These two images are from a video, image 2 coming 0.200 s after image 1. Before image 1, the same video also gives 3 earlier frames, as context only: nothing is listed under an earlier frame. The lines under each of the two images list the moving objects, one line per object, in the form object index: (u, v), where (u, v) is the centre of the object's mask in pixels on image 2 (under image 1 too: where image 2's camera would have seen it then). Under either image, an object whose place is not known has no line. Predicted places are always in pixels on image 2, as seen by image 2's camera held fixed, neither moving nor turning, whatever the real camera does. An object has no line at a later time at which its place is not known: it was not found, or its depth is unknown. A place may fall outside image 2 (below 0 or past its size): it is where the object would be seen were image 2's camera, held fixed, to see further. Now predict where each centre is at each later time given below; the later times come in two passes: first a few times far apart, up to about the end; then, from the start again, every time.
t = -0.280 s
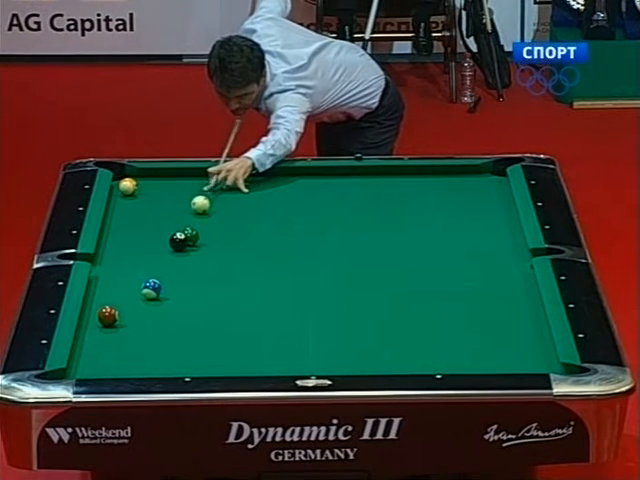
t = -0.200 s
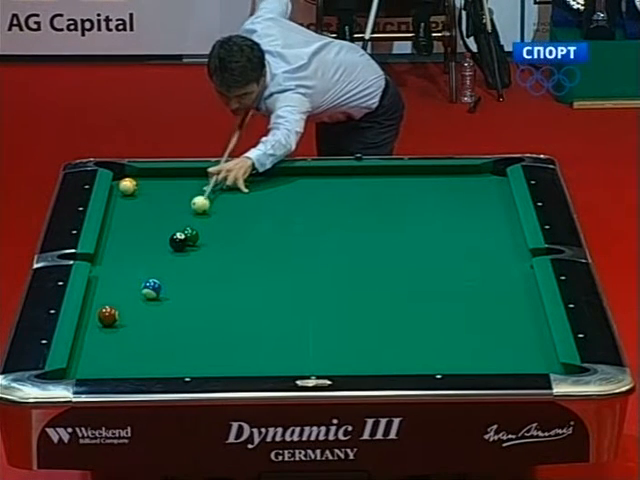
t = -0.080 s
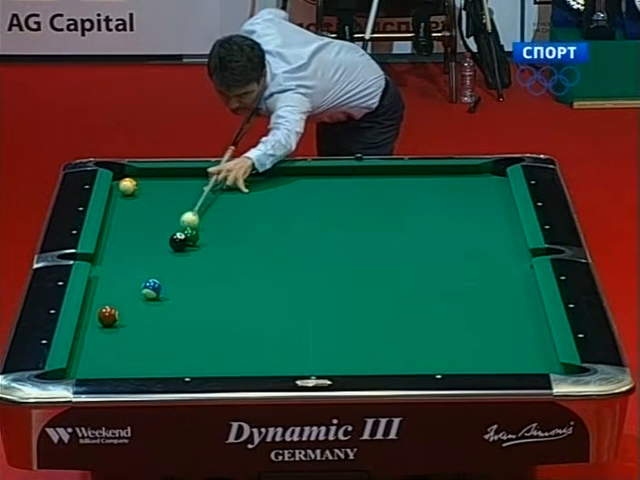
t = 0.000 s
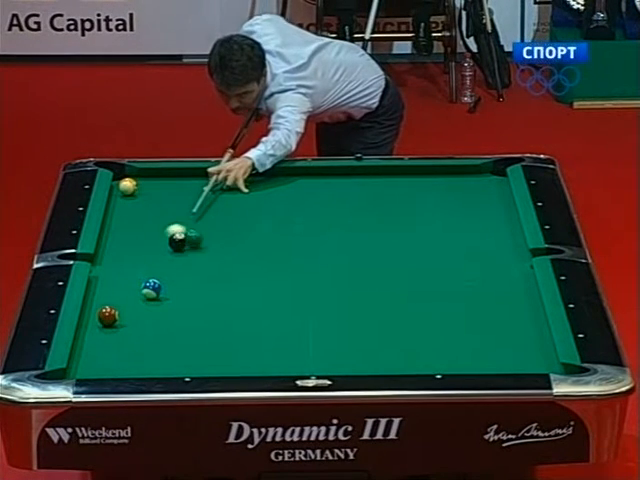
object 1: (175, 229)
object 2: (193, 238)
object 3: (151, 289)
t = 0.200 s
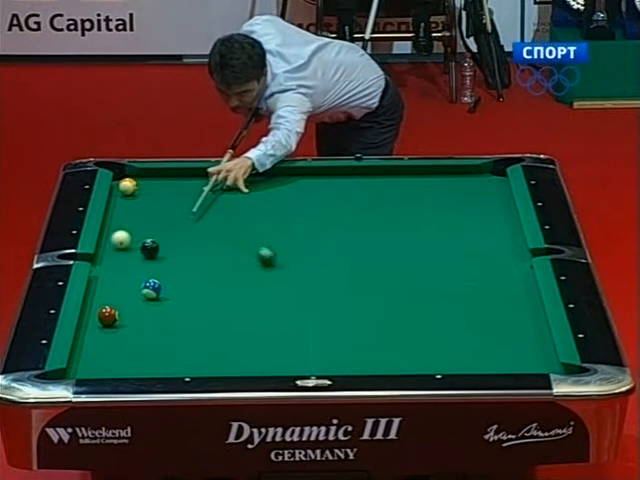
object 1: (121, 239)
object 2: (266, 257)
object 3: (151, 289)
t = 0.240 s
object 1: (111, 240)
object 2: (279, 260)
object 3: (151, 289)
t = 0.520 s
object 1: (139, 242)
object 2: (365, 280)
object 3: (151, 289)
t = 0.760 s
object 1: (164, 243)
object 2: (442, 300)
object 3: (151, 289)
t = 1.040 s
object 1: (191, 245)
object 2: (535, 322)
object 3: (151, 289)
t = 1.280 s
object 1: (213, 246)
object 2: (497, 337)
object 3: (151, 289)
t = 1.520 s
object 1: (233, 247)
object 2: (462, 354)
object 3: (151, 289)
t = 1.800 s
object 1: (255, 248)
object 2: (420, 366)
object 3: (151, 289)
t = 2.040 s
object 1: (272, 248)
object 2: (383, 362)
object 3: (151, 289)
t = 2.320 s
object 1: (291, 250)
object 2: (340, 355)
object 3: (151, 289)
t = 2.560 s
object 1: (305, 250)
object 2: (305, 347)
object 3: (151, 289)
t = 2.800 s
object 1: (318, 251)
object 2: (272, 341)
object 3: (151, 289)
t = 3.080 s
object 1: (332, 251)
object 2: (237, 333)
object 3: (151, 289)
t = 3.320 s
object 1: (342, 252)
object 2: (207, 327)
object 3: (151, 289)
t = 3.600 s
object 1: (352, 253)
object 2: (176, 321)
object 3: (151, 289)
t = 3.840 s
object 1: (359, 253)
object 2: (149, 316)
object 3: (151, 289)
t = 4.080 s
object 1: (365, 253)
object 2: (126, 311)
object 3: (151, 289)
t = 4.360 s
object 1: (370, 253)
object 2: (96, 304)
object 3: (151, 289)
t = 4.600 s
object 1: (373, 253)
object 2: (102, 299)
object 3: (151, 289)
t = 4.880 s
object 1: (375, 253)
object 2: (115, 298)
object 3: (151, 289)
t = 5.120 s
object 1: (374, 253)
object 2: (124, 295)
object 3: (151, 289)
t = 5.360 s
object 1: (374, 253)
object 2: (133, 293)
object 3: (152, 289)
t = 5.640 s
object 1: (374, 253)
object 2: (135, 291)
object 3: (156, 288)
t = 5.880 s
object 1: (374, 253)
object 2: (135, 292)
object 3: (160, 286)
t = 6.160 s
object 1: (374, 253)
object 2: (135, 291)
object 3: (164, 286)
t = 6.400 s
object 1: (374, 253)
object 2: (135, 291)
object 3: (167, 286)
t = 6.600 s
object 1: (374, 253)
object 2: (135, 291)
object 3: (167, 285)
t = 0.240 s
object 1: (111, 240)
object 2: (279, 260)
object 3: (151, 289)
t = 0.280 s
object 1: (108, 241)
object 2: (291, 263)
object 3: (151, 289)
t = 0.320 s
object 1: (116, 241)
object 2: (303, 265)
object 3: (151, 289)
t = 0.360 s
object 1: (120, 240)
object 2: (316, 269)
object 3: (151, 289)
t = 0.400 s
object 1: (126, 239)
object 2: (329, 271)
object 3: (151, 289)
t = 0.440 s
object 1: (130, 241)
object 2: (341, 275)
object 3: (151, 289)
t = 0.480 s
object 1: (135, 242)
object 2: (353, 277)
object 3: (151, 289)
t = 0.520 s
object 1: (139, 242)
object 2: (365, 280)
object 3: (151, 289)
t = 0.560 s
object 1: (143, 242)
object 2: (378, 284)
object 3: (151, 289)
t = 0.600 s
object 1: (147, 243)
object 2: (390, 287)
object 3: (151, 289)
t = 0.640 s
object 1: (152, 243)
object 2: (403, 290)
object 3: (151, 289)
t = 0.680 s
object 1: (156, 243)
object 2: (417, 293)
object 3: (151, 289)
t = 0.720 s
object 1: (159, 243)
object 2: (430, 296)
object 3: (151, 289)
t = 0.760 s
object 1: (164, 243)
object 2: (442, 300)
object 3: (151, 289)
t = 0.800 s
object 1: (167, 243)
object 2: (455, 303)
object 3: (151, 289)
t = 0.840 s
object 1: (172, 244)
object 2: (469, 306)
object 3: (151, 289)
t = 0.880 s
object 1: (176, 244)
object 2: (481, 309)
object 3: (151, 289)
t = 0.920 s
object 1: (179, 244)
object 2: (495, 313)
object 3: (151, 289)
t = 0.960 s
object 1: (184, 244)
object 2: (509, 315)
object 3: (151, 289)
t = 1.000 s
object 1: (187, 245)
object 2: (522, 319)
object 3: (151, 289)
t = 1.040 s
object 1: (191, 245)
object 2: (535, 322)
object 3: (151, 289)
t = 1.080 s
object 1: (195, 245)
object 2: (531, 326)
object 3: (151, 289)
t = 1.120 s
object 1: (198, 245)
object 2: (522, 328)
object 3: (151, 289)
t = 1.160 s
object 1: (202, 245)
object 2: (516, 330)
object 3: (151, 289)
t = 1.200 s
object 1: (205, 246)
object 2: (509, 333)
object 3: (151, 289)
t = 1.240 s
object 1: (209, 245)
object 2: (504, 336)
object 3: (151, 289)
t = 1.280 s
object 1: (213, 246)
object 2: (497, 337)
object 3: (151, 289)
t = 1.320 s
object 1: (216, 246)
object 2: (492, 340)
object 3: (151, 289)
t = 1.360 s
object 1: (219, 246)
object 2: (485, 343)
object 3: (151, 289)
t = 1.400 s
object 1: (223, 246)
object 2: (480, 346)
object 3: (151, 289)
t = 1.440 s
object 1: (226, 246)
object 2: (474, 348)
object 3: (151, 289)
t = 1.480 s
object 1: (229, 246)
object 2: (468, 351)
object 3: (151, 289)
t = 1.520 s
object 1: (233, 247)
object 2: (462, 354)
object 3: (151, 289)
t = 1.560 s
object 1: (236, 247)
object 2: (456, 356)
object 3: (151, 289)
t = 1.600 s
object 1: (239, 247)
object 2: (451, 359)
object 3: (151, 289)
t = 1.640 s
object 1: (242, 247)
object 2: (445, 360)
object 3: (151, 289)
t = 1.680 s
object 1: (246, 247)
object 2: (439, 362)
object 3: (151, 289)
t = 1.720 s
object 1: (249, 247)
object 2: (433, 363)
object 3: (151, 289)
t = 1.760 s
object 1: (252, 247)
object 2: (427, 365)
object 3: (151, 289)
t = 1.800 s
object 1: (255, 248)
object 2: (420, 366)
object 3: (151, 289)
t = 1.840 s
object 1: (258, 248)
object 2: (415, 366)
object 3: (151, 289)
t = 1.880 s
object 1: (261, 248)
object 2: (408, 365)
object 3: (151, 289)
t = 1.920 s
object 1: (264, 248)
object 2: (402, 364)
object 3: (151, 289)
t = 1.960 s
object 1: (266, 248)
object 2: (396, 363)
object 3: (151, 289)
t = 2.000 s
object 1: (269, 248)
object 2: (389, 362)
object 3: (151, 289)
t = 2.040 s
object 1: (272, 248)
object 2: (383, 362)
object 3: (151, 289)
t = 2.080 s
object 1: (275, 249)
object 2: (376, 361)
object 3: (151, 289)
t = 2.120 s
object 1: (278, 249)
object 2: (370, 360)
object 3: (151, 289)
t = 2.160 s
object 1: (280, 249)
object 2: (364, 359)
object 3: (151, 289)
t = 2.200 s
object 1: (283, 249)
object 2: (358, 358)
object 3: (151, 289)
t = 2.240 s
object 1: (286, 249)
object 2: (352, 357)
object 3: (151, 289)
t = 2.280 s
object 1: (288, 249)
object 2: (345, 356)
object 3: (151, 289)
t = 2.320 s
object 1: (291, 250)
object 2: (340, 355)
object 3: (151, 289)
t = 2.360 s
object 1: (293, 250)
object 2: (334, 354)
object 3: (151, 289)
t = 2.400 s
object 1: (296, 250)
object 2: (328, 352)
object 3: (151, 289)
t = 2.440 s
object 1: (298, 250)
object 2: (323, 351)
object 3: (151, 289)
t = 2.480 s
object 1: (300, 250)
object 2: (317, 350)
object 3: (151, 289)
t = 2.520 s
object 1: (303, 250)
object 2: (310, 348)
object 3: (151, 289)
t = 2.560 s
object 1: (305, 250)
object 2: (305, 347)
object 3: (151, 289)
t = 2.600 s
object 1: (308, 250)
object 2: (300, 346)
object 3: (151, 289)
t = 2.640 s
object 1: (310, 251)
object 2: (294, 345)
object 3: (151, 289)
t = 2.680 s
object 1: (312, 251)
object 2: (289, 344)
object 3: (151, 289)
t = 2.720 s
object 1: (314, 250)
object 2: (283, 343)
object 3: (151, 289)
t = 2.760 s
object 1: (316, 251)
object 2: (278, 341)
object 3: (151, 289)
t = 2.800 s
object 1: (318, 251)
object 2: (272, 341)
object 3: (151, 289)
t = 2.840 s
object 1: (320, 251)
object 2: (267, 339)
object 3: (151, 289)
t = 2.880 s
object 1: (322, 251)
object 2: (262, 338)
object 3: (151, 289)
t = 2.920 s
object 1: (324, 251)
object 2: (257, 338)
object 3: (151, 289)
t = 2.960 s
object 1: (326, 251)
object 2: (252, 337)
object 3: (151, 289)
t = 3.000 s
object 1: (328, 251)
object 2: (247, 336)
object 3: (151, 289)
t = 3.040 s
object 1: (330, 251)
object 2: (242, 334)
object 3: (151, 289)
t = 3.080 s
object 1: (332, 251)
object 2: (237, 333)
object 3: (151, 289)
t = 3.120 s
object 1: (334, 252)
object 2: (232, 332)
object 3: (151, 289)
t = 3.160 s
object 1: (335, 252)
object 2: (226, 332)
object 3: (151, 289)
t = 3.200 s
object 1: (337, 252)
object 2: (222, 331)
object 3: (151, 289)
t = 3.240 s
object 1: (339, 252)
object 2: (217, 330)
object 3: (151, 289)
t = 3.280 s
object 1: (340, 252)
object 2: (212, 329)
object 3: (151, 289)
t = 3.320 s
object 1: (342, 252)
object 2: (207, 327)
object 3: (151, 289)
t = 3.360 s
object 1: (344, 252)
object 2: (202, 327)
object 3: (151, 289)
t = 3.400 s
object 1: (345, 252)
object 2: (198, 325)
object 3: (151, 289)
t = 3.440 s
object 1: (346, 252)
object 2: (193, 324)
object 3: (151, 289)
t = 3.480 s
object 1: (348, 252)
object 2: (189, 324)
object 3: (151, 289)
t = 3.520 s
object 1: (349, 253)
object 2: (184, 323)
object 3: (151, 289)
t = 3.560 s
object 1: (351, 253)
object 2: (180, 322)
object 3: (151, 289)
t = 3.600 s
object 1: (352, 253)
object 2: (176, 321)
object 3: (151, 289)
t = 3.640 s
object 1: (353, 252)
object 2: (171, 320)
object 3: (151, 289)
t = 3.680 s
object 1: (354, 252)
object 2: (167, 319)
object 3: (151, 289)
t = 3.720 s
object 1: (355, 252)
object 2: (162, 318)
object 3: (151, 289)
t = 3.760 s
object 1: (357, 252)
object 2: (158, 318)
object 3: (151, 289)
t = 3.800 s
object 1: (358, 252)
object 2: (153, 316)
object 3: (151, 289)
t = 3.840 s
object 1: (359, 253)
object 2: (149, 316)
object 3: (151, 289)
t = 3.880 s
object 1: (360, 253)
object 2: (144, 315)
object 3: (151, 289)
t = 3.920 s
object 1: (361, 252)
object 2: (140, 314)
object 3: (151, 289)
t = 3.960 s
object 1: (362, 253)
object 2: (137, 313)
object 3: (151, 289)
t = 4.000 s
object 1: (363, 253)
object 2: (133, 313)
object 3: (151, 289)
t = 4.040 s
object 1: (364, 253)
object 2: (129, 312)
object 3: (151, 289)
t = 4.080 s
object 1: (365, 253)
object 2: (126, 311)
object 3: (151, 289)
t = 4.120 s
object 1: (366, 253)
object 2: (123, 310)
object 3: (151, 289)
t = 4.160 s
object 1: (366, 253)
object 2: (119, 308)
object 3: (151, 289)
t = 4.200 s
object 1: (367, 253)
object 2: (116, 307)
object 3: (151, 289)
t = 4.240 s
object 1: (368, 253)
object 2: (109, 302)
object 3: (151, 289)
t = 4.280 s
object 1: (369, 253)
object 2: (104, 302)
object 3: (151, 289)
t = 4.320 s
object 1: (369, 253)
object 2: (99, 303)
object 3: (151, 289)
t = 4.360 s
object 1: (370, 253)
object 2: (96, 304)
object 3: (151, 289)
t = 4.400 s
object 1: (371, 253)
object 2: (92, 305)
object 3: (151, 289)
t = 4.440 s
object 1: (371, 253)
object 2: (92, 304)
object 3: (151, 289)
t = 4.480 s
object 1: (372, 253)
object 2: (93, 304)
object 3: (151, 289)
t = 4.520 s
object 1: (372, 253)
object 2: (96, 302)
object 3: (151, 289)
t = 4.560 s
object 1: (373, 253)
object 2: (98, 301)
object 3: (151, 289)
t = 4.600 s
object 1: (373, 253)
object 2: (102, 299)
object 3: (151, 289)
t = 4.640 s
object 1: (373, 253)
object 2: (103, 298)
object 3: (151, 289)
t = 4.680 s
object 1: (374, 253)
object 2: (105, 298)
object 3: (151, 289)
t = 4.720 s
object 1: (374, 253)
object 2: (107, 298)
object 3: (151, 289)
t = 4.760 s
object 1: (375, 253)
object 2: (110, 298)
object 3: (151, 289)
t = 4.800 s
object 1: (375, 253)
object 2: (111, 298)
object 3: (151, 289)
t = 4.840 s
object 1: (375, 253)
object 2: (113, 298)
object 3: (151, 289)
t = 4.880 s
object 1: (375, 253)
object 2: (115, 298)
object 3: (151, 289)
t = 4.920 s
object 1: (375, 253)
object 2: (116, 297)
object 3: (151, 289)
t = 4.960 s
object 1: (375, 253)
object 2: (118, 297)
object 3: (151, 289)
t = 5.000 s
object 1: (375, 253)
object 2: (119, 297)
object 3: (151, 289)
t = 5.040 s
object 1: (375, 253)
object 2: (121, 296)
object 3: (151, 289)
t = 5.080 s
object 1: (375, 253)
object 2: (123, 296)
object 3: (151, 289)
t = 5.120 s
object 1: (374, 253)
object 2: (124, 295)
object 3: (151, 289)
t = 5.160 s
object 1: (374, 253)
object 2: (127, 295)
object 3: (151, 289)
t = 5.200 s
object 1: (374, 253)
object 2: (128, 295)
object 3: (151, 289)
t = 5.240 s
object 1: (374, 253)
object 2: (129, 294)
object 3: (151, 289)
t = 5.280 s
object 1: (374, 253)
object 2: (130, 293)
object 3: (151, 289)
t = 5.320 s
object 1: (374, 253)
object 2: (132, 293)
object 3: (151, 289)
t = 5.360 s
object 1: (374, 253)
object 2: (133, 293)
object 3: (152, 289)
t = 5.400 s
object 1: (374, 253)
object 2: (134, 292)
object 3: (153, 289)
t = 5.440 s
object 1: (374, 253)
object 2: (134, 292)
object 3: (153, 289)
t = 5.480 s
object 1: (374, 253)
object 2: (134, 292)
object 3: (154, 289)
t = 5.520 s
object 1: (374, 253)
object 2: (134, 292)
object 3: (154, 289)
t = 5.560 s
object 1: (374, 253)
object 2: (134, 292)
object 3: (155, 288)
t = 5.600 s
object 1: (374, 253)
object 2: (134, 291)
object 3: (155, 288)
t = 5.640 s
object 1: (374, 253)
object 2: (135, 291)
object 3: (156, 288)
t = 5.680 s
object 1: (374, 253)
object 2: (135, 291)
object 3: (156, 288)
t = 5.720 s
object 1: (374, 253)
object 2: (135, 291)
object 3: (156, 288)
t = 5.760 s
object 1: (374, 253)
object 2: (135, 291)
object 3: (158, 287)
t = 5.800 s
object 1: (374, 253)
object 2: (135, 292)
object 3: (158, 287)
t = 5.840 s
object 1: (374, 253)
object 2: (135, 292)
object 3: (160, 286)
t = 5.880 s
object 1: (374, 253)
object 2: (135, 292)
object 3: (160, 286)
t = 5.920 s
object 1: (374, 253)
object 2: (135, 292)
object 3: (161, 286)
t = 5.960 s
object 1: (374, 253)
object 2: (135, 291)
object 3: (162, 286)
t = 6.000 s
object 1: (374, 253)
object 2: (136, 291)
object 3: (162, 286)
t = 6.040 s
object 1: (374, 253)
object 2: (135, 291)
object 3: (163, 286)
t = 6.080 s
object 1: (374, 253)
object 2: (135, 291)
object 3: (163, 286)
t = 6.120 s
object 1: (374, 253)
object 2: (135, 291)
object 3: (164, 285)
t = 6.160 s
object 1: (374, 253)
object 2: (135, 291)
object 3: (164, 286)
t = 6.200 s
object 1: (374, 253)
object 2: (135, 291)
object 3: (165, 286)
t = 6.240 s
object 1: (374, 253)
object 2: (135, 291)
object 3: (165, 286)
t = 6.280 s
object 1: (374, 253)
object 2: (135, 291)
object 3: (166, 286)
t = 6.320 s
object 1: (374, 253)
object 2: (135, 291)
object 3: (166, 285)
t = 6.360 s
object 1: (374, 253)
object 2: (135, 291)
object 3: (166, 286)
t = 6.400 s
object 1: (374, 253)
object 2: (135, 291)
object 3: (167, 286)
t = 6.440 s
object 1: (374, 253)
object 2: (135, 291)
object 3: (167, 286)
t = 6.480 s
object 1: (374, 253)
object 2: (136, 291)
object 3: (167, 286)
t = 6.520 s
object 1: (374, 253)
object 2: (135, 291)
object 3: (167, 285)
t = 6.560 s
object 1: (374, 253)
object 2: (135, 291)
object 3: (167, 285)
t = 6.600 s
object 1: (374, 253)
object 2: (135, 291)
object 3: (167, 285)
